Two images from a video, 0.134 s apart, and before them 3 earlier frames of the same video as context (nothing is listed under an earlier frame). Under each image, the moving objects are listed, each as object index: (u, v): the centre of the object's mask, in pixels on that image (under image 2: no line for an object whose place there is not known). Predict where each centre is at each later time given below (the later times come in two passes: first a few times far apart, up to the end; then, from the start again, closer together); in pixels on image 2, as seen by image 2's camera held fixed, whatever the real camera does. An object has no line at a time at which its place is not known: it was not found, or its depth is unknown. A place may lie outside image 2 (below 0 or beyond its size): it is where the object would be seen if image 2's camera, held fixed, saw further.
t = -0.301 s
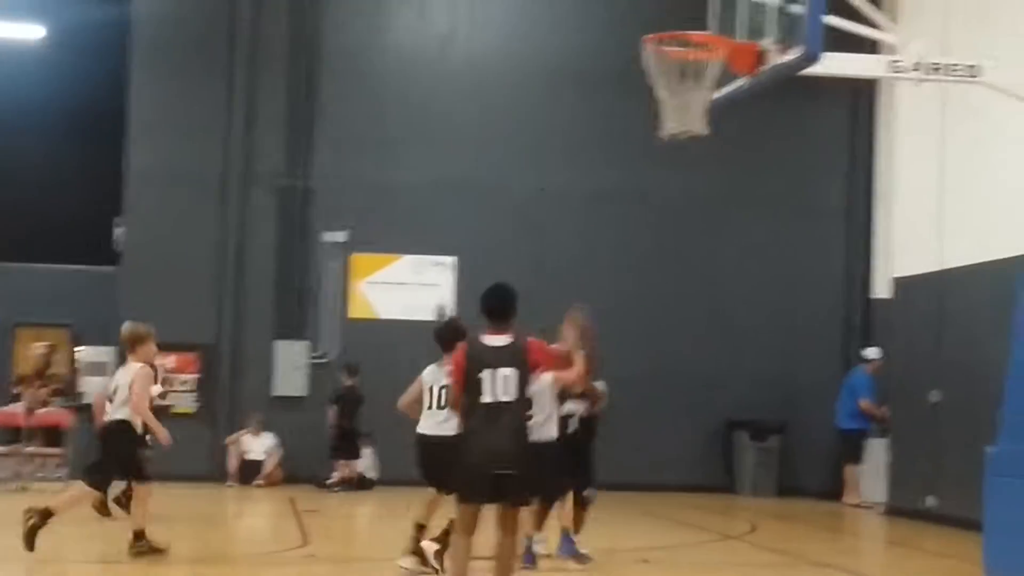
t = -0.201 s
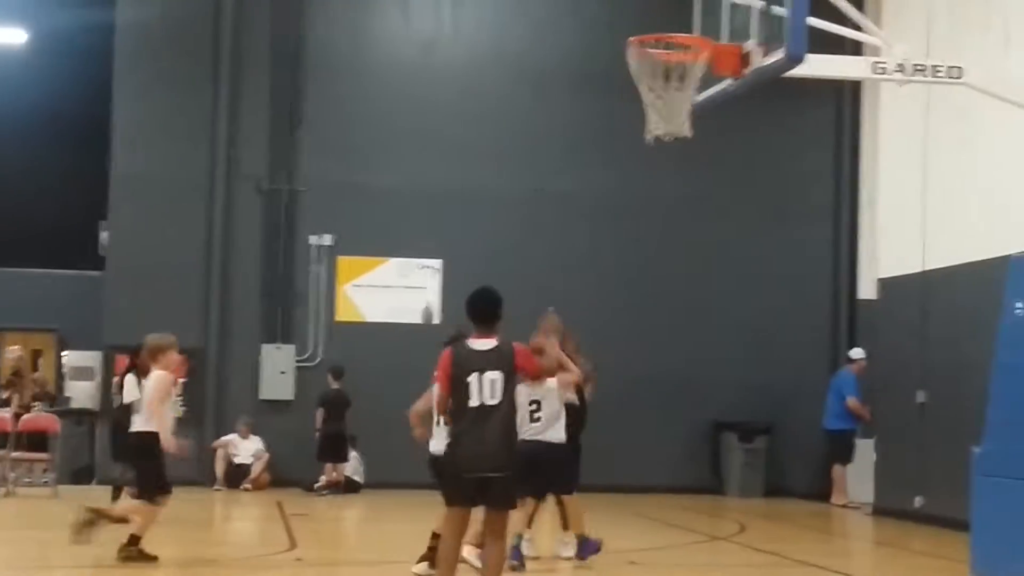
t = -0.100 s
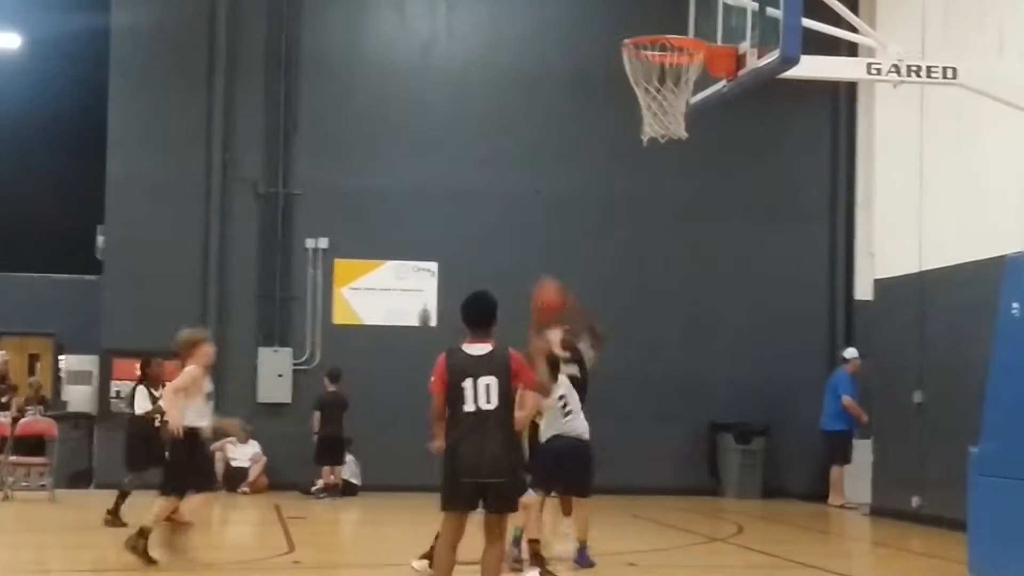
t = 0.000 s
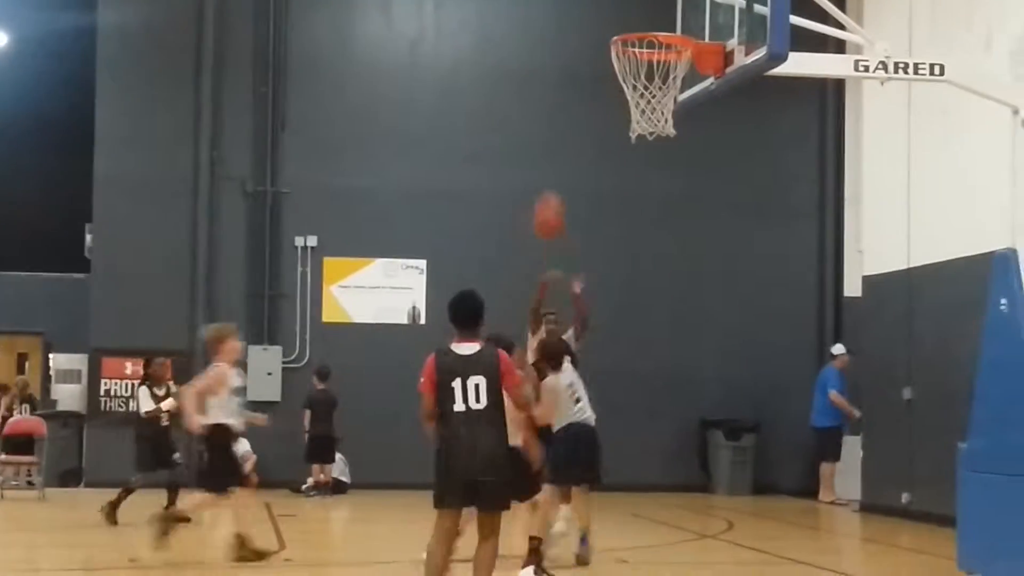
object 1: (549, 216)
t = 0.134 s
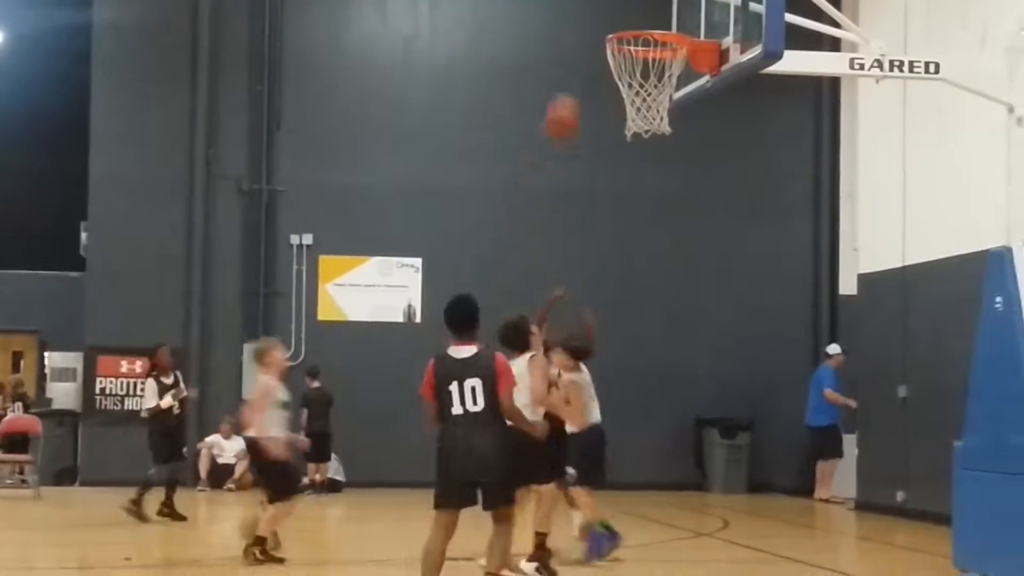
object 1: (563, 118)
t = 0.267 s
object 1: (580, 44)
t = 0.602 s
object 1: (629, -39)
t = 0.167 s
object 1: (565, 97)
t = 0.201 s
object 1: (571, 78)
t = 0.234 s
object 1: (576, 60)
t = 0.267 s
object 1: (580, 44)
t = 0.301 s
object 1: (585, 28)
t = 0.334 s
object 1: (590, 15)
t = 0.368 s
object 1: (595, 4)
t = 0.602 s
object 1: (629, -39)
